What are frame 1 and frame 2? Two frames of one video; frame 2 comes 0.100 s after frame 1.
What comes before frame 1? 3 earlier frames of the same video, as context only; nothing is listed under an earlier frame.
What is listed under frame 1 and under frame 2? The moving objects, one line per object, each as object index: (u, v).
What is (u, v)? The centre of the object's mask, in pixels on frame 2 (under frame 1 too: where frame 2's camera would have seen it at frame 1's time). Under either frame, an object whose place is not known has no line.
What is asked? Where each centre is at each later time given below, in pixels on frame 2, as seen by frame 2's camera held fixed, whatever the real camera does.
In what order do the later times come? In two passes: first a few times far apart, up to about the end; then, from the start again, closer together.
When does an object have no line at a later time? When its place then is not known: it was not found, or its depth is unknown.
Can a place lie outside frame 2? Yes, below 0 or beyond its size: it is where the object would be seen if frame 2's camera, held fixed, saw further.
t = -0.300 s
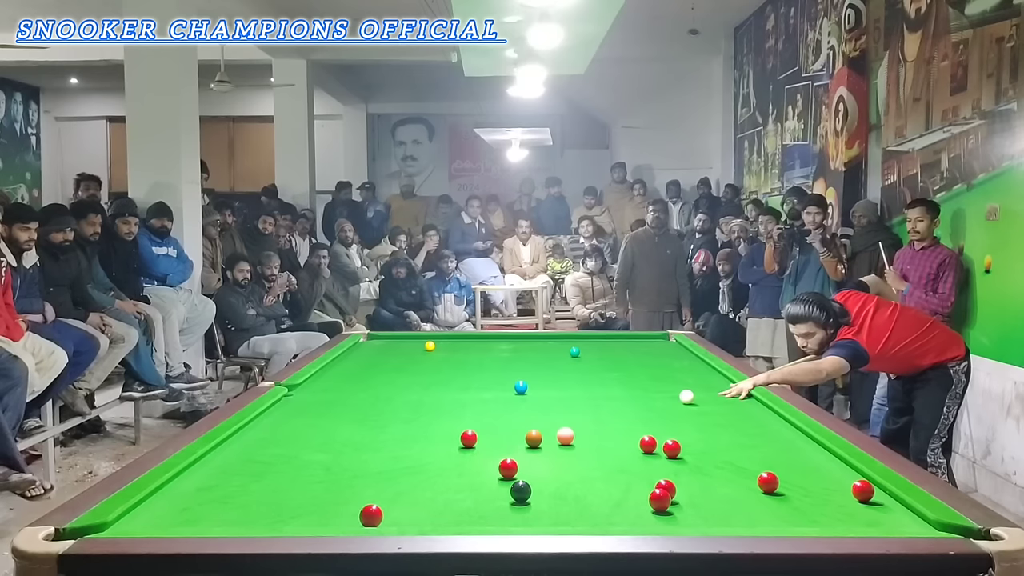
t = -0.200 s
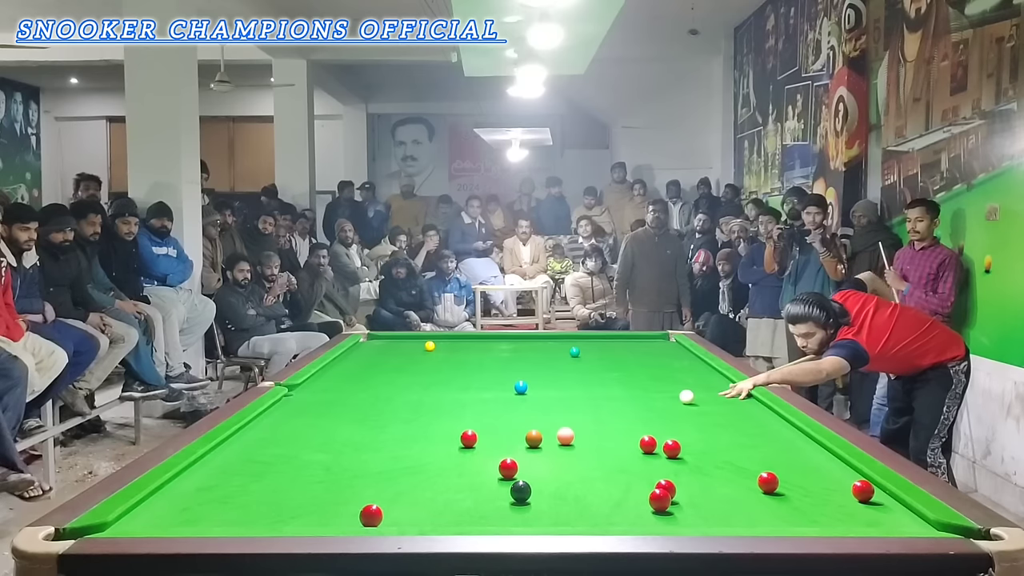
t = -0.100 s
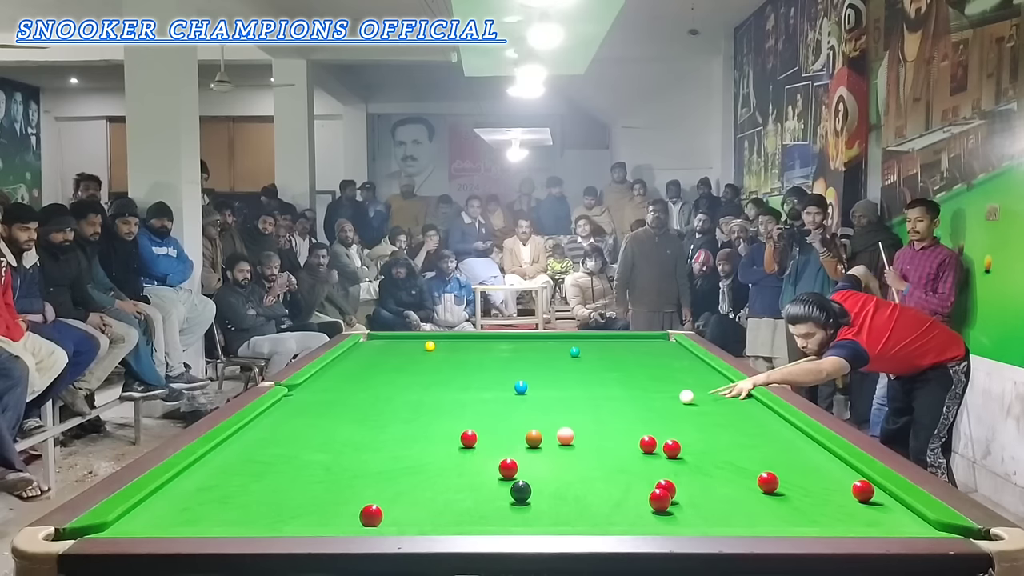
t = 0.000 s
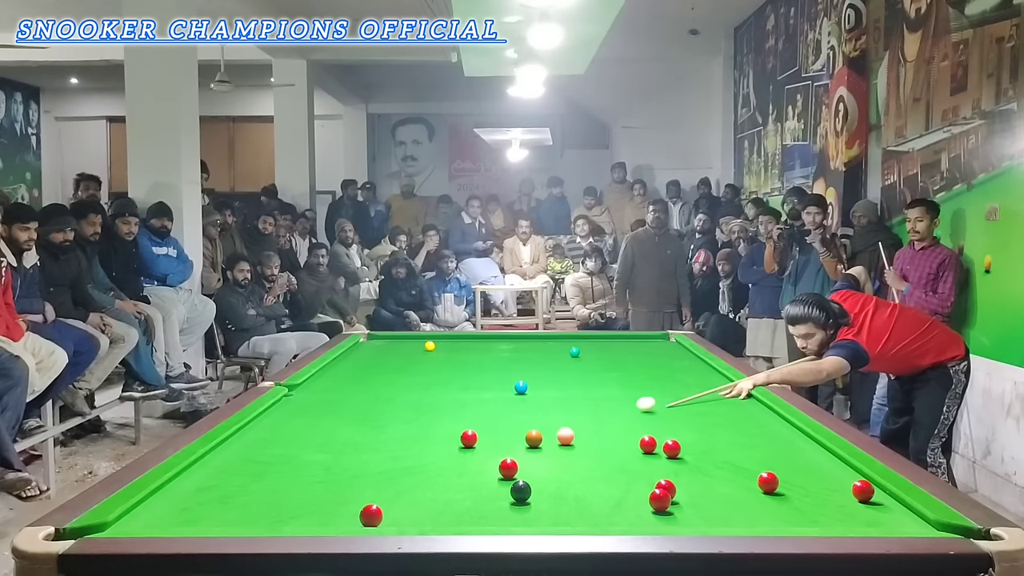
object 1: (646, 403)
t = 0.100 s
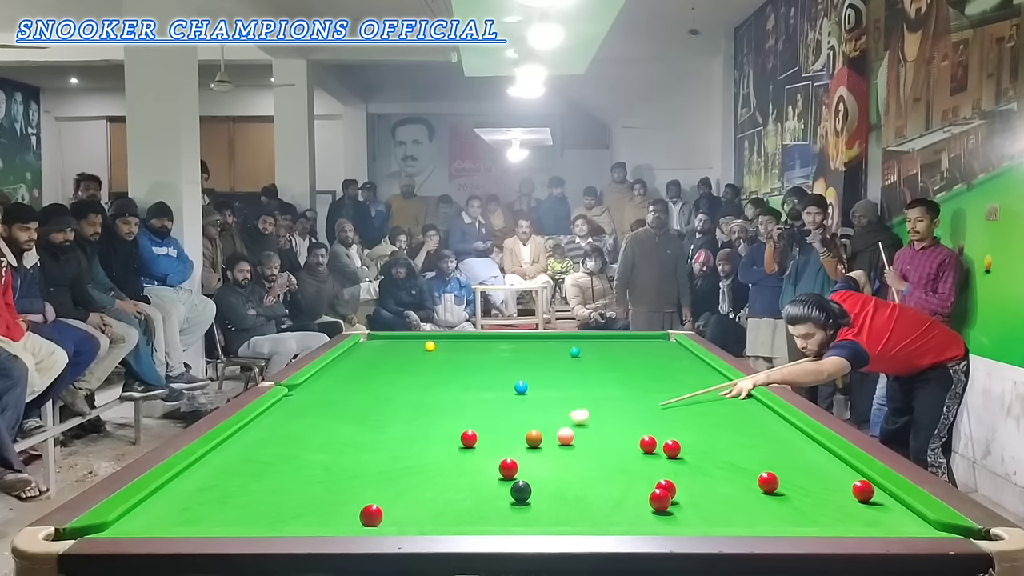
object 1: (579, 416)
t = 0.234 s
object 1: (487, 434)
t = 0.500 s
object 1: (469, 432)
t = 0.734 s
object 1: (462, 429)
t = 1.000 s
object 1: (454, 426)
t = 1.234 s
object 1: (448, 425)
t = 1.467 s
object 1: (444, 423)
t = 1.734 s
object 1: (440, 422)
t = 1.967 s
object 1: (437, 421)
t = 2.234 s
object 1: (435, 421)
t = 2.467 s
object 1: (434, 420)
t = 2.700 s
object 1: (434, 420)
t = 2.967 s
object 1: (434, 420)
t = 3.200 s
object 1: (434, 420)
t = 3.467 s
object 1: (434, 420)
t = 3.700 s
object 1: (434, 420)
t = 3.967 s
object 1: (434, 420)
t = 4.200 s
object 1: (434, 420)
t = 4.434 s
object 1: (434, 420)
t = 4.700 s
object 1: (434, 420)
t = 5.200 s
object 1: (434, 420)
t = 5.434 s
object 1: (434, 420)
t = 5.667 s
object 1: (434, 420)
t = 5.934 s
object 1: (434, 420)
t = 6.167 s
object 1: (434, 420)
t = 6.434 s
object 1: (434, 420)
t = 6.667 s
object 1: (434, 420)
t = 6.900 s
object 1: (434, 420)
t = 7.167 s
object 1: (434, 420)
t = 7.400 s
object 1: (434, 420)
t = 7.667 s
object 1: (434, 420)
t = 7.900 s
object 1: (434, 420)
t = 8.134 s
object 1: (434, 420)
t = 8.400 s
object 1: (434, 420)
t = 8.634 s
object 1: (434, 420)
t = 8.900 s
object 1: (434, 420)
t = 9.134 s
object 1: (434, 420)
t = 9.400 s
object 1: (434, 420)
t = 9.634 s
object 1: (434, 420)
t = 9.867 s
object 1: (434, 420)
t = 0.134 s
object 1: (556, 420)
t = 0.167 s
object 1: (534, 423)
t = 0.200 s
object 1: (511, 428)
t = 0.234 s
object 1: (487, 434)
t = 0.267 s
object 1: (479, 435)
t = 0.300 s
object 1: (476, 435)
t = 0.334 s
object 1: (475, 434)
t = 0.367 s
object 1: (474, 434)
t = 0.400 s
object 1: (473, 433)
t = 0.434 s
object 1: (472, 433)
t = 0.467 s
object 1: (470, 432)
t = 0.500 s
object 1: (469, 432)
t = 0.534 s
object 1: (468, 431)
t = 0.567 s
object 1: (467, 431)
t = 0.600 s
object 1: (466, 430)
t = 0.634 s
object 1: (465, 430)
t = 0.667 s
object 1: (464, 430)
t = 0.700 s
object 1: (463, 429)
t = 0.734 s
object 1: (462, 429)
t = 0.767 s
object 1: (461, 429)
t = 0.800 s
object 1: (460, 428)
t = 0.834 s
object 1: (459, 428)
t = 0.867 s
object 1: (458, 428)
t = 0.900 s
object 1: (457, 427)
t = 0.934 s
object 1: (456, 427)
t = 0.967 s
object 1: (455, 427)
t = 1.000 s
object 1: (454, 426)
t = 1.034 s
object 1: (453, 426)
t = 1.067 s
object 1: (452, 426)
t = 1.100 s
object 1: (452, 425)
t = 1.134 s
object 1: (451, 425)
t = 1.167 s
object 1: (450, 425)
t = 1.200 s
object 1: (449, 425)
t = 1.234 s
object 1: (448, 425)
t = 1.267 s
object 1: (448, 424)
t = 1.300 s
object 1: (447, 424)
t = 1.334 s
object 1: (446, 424)
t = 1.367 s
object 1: (446, 423)
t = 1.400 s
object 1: (445, 423)
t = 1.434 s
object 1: (444, 423)
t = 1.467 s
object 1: (444, 423)
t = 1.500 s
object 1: (443, 423)
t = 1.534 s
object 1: (443, 422)
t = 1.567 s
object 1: (442, 422)
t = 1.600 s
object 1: (442, 422)
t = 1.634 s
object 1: (441, 422)
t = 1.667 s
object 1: (440, 422)
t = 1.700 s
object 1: (440, 422)
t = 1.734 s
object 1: (440, 422)
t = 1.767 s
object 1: (439, 421)
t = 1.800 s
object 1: (439, 421)
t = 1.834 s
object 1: (438, 421)
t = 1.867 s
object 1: (438, 421)
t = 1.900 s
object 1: (438, 421)
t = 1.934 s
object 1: (437, 421)
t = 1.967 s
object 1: (437, 421)
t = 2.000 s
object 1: (436, 421)
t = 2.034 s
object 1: (436, 421)
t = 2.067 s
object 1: (436, 421)
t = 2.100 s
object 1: (435, 421)
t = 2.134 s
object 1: (435, 421)
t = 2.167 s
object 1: (435, 421)
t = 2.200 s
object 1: (435, 421)
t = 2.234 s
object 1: (435, 421)
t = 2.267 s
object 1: (434, 420)
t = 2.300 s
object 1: (434, 420)
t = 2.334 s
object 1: (434, 420)
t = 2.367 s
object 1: (434, 420)
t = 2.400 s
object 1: (434, 420)
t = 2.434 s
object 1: (434, 420)
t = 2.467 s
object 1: (434, 420)
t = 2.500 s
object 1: (434, 420)
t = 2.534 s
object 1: (434, 420)
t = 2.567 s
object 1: (434, 420)
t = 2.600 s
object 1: (434, 420)
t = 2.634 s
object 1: (434, 420)
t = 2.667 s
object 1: (434, 420)
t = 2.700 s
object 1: (434, 420)
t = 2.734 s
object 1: (434, 420)
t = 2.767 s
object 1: (434, 420)
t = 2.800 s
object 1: (434, 420)
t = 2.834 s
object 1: (434, 420)
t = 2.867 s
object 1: (434, 420)
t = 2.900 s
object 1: (434, 420)
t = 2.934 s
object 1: (434, 420)
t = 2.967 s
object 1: (434, 420)
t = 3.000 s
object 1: (434, 420)
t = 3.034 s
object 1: (434, 420)
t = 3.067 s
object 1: (434, 420)
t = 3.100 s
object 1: (434, 420)
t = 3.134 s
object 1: (434, 420)
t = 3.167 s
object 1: (434, 420)
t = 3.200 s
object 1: (434, 420)
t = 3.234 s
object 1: (434, 420)
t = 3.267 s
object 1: (434, 420)
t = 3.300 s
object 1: (434, 420)
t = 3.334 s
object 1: (434, 420)
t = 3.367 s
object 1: (434, 420)
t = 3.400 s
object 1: (434, 420)
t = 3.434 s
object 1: (434, 420)
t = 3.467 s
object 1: (434, 420)
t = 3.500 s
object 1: (434, 420)
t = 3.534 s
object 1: (434, 420)
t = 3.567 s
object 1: (434, 420)
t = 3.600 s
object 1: (434, 420)
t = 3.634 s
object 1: (434, 420)
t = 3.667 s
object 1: (434, 420)
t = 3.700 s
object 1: (434, 420)
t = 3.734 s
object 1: (434, 420)
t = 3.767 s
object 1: (434, 420)
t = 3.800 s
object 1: (434, 420)
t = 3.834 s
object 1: (434, 420)
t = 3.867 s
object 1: (434, 420)
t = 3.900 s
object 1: (434, 420)
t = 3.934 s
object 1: (434, 420)
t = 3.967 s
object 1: (434, 420)
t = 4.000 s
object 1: (434, 420)
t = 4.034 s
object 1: (434, 420)
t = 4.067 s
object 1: (434, 420)
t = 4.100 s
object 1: (434, 420)
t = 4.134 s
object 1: (434, 420)
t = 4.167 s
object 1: (434, 420)
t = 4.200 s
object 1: (434, 420)
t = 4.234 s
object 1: (434, 420)
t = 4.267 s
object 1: (434, 420)
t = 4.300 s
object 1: (434, 420)
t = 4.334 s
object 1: (434, 420)
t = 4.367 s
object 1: (434, 420)
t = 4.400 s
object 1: (434, 420)
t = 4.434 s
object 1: (434, 420)
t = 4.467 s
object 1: (434, 420)
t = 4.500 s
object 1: (434, 420)
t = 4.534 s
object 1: (434, 420)
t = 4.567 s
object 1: (434, 420)
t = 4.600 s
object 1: (434, 420)
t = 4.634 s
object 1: (433, 420)
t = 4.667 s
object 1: (434, 420)
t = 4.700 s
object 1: (434, 420)
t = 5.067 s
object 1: (435, 420)
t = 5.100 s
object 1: (434, 420)
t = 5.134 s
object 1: (434, 420)
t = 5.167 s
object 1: (434, 420)
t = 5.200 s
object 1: (434, 420)
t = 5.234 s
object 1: (434, 420)
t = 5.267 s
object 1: (434, 420)
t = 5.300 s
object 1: (434, 420)
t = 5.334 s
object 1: (434, 420)
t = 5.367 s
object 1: (434, 420)
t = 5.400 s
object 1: (434, 420)
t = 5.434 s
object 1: (434, 420)
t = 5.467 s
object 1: (434, 420)
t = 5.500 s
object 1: (434, 420)
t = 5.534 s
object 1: (434, 420)
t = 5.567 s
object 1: (434, 420)
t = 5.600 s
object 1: (434, 420)
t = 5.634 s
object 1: (434, 420)
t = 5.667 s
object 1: (434, 420)
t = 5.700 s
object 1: (434, 420)
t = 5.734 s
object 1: (434, 420)
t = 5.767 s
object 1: (434, 420)
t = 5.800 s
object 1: (434, 420)
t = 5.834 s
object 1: (434, 420)
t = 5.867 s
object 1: (434, 420)
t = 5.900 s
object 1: (434, 420)
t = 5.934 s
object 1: (434, 420)
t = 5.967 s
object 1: (434, 420)
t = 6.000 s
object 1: (434, 420)
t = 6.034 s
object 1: (434, 420)
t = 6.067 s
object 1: (434, 420)
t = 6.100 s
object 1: (434, 420)
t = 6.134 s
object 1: (434, 420)
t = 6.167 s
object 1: (434, 420)
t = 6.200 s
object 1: (434, 420)
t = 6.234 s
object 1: (434, 420)
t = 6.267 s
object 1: (434, 420)
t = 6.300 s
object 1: (434, 420)
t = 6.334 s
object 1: (434, 420)
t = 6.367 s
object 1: (434, 420)
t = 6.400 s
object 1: (434, 420)
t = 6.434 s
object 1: (434, 420)
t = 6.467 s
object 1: (434, 420)
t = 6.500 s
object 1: (434, 420)
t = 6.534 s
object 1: (434, 420)
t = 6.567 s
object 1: (434, 420)
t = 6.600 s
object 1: (434, 420)
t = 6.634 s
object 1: (434, 420)
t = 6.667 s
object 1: (434, 420)
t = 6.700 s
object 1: (434, 420)
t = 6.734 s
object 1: (434, 420)
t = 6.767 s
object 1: (434, 420)
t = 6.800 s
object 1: (434, 420)
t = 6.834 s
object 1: (434, 420)
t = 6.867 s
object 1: (434, 420)
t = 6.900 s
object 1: (434, 420)
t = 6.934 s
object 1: (434, 420)
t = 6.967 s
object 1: (434, 420)
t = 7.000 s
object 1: (434, 420)
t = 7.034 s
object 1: (434, 420)
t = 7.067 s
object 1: (434, 420)
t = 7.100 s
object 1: (434, 420)
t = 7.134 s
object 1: (434, 420)
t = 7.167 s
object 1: (434, 420)
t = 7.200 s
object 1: (434, 420)
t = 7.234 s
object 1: (434, 420)
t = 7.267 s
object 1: (434, 420)
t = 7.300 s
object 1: (434, 420)
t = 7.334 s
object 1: (434, 420)
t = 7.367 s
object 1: (434, 420)
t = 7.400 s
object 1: (434, 420)
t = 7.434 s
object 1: (434, 420)
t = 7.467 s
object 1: (434, 420)
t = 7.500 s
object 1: (434, 420)
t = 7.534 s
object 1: (434, 420)
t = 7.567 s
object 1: (434, 420)
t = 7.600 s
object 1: (434, 420)
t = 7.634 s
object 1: (434, 420)
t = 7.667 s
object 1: (434, 420)
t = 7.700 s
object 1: (434, 420)
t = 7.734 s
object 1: (434, 420)
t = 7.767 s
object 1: (434, 420)
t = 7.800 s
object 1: (434, 420)
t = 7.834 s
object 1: (434, 420)
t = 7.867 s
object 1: (434, 420)
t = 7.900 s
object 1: (434, 420)
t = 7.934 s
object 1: (434, 420)
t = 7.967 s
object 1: (434, 420)
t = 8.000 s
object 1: (434, 420)
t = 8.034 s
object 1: (434, 420)
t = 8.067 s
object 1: (434, 420)
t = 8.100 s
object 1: (434, 420)
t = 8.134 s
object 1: (434, 420)
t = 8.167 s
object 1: (434, 420)
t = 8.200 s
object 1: (434, 420)
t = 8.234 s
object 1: (434, 420)
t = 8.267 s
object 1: (434, 420)
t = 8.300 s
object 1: (434, 420)
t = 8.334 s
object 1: (434, 420)
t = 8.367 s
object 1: (434, 420)
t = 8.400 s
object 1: (434, 420)
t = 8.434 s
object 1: (434, 420)
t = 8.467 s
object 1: (434, 420)
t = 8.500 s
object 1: (434, 420)
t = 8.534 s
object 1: (434, 420)
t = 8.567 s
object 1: (434, 420)
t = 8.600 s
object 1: (434, 420)
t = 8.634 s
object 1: (434, 420)
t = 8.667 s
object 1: (434, 420)
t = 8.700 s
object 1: (434, 420)
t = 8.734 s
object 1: (434, 420)
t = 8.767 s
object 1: (434, 420)
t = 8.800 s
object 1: (434, 420)
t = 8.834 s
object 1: (434, 420)
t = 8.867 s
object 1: (434, 420)
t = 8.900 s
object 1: (434, 420)
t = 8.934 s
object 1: (434, 420)
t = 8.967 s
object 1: (434, 420)
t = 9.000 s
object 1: (434, 420)
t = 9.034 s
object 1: (434, 420)
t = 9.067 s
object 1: (434, 420)
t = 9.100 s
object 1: (434, 420)
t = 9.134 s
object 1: (434, 420)
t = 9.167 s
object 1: (434, 420)
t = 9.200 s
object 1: (434, 420)
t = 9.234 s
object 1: (434, 420)
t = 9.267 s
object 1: (434, 420)
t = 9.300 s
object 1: (434, 420)
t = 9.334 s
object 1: (434, 420)
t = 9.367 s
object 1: (434, 420)
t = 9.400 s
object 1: (434, 420)
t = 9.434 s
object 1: (434, 420)
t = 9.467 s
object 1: (434, 420)
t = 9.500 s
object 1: (434, 420)
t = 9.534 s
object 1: (434, 420)
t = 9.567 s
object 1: (434, 420)
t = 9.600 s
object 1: (434, 420)
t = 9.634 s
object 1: (434, 420)
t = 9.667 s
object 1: (434, 420)
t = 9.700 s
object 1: (434, 420)
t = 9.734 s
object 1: (434, 420)
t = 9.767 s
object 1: (434, 420)
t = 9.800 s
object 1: (434, 420)
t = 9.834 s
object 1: (434, 420)
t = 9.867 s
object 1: (434, 420)
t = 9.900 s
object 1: (434, 420)
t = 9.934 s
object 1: (434, 420)
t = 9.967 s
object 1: (434, 420)
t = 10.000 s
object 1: (434, 420)
